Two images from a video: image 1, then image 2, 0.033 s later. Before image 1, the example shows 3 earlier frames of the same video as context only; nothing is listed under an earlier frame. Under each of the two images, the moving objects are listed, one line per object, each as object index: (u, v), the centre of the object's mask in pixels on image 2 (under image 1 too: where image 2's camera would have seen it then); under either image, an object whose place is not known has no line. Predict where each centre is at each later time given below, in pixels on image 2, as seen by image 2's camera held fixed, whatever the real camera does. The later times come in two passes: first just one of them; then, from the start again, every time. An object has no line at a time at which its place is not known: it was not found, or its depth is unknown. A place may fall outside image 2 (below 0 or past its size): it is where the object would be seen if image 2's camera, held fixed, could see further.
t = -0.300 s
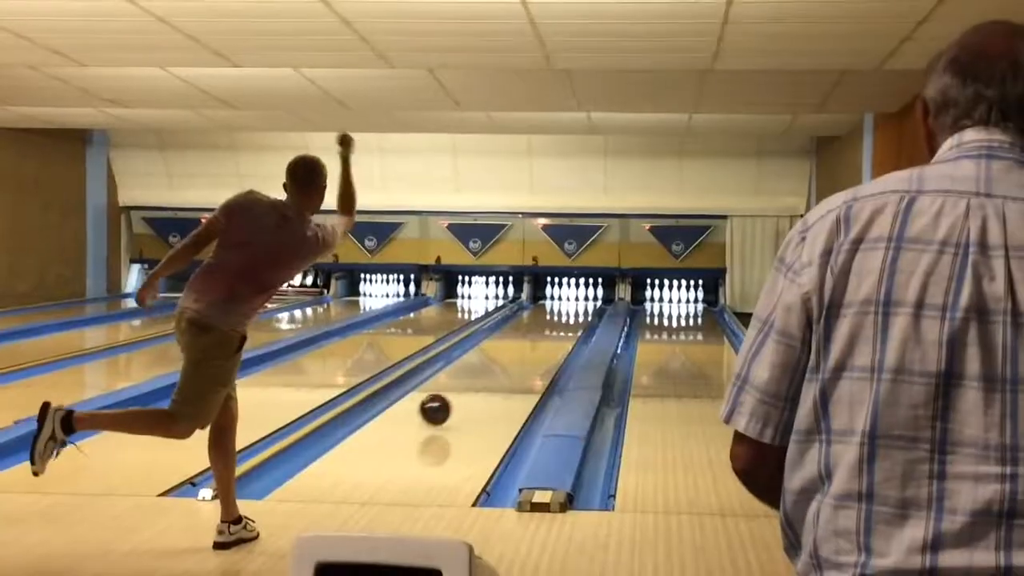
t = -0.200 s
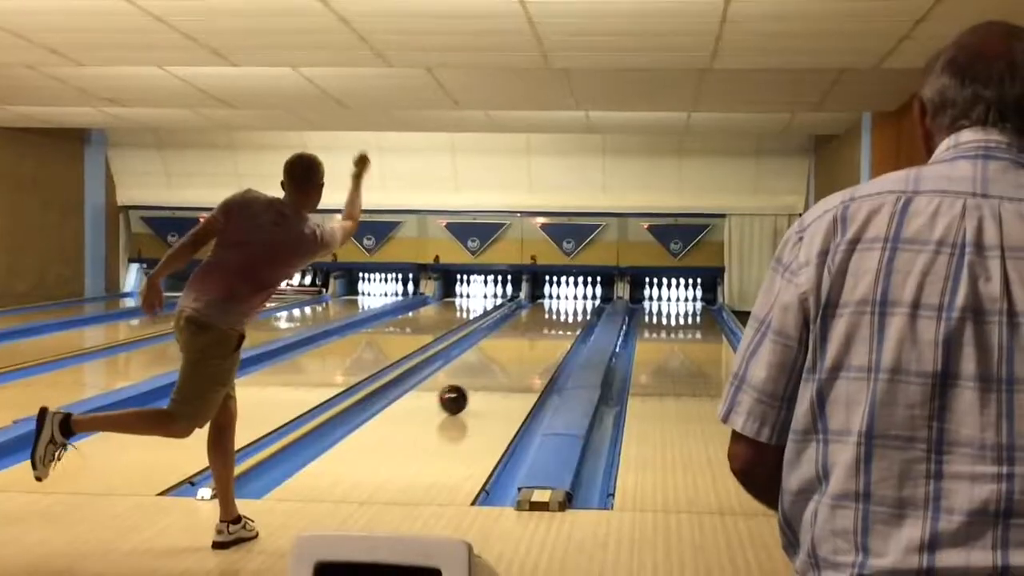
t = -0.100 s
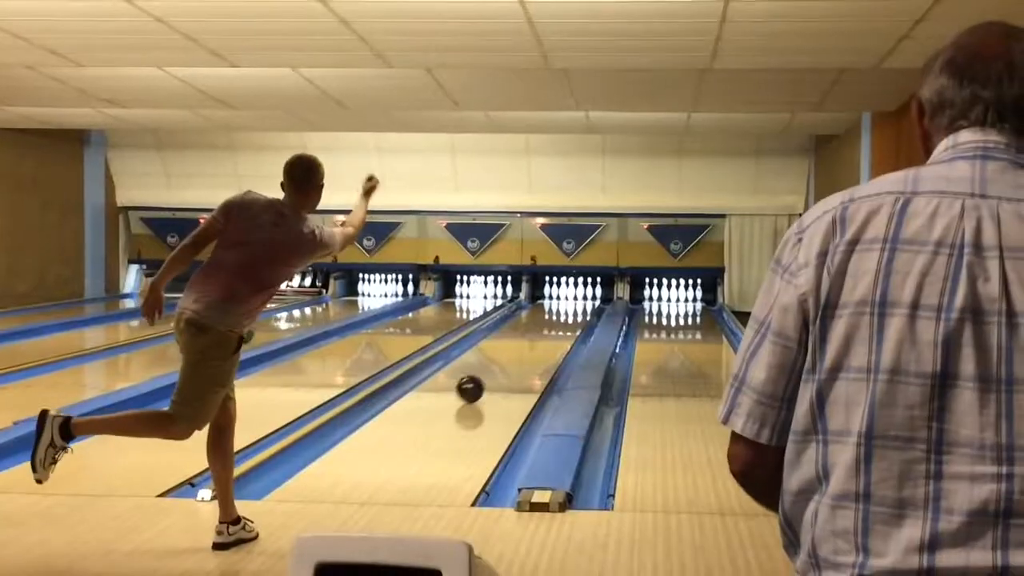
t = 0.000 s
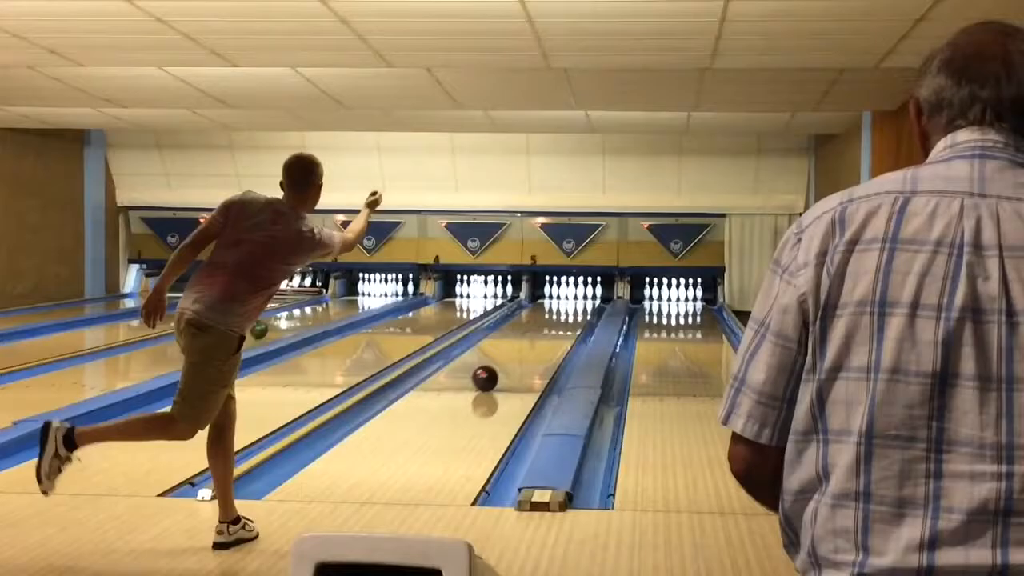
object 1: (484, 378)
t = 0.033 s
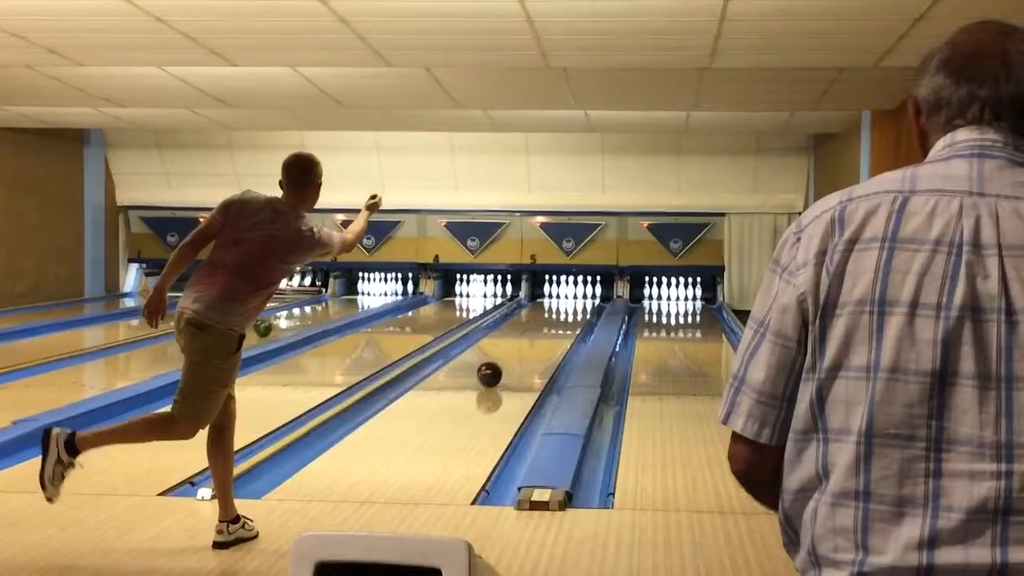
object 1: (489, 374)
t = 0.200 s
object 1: (509, 361)
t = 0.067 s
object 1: (493, 372)
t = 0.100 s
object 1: (497, 369)
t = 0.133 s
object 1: (501, 366)
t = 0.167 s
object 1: (506, 363)
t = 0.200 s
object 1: (509, 361)
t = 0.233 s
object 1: (513, 358)
